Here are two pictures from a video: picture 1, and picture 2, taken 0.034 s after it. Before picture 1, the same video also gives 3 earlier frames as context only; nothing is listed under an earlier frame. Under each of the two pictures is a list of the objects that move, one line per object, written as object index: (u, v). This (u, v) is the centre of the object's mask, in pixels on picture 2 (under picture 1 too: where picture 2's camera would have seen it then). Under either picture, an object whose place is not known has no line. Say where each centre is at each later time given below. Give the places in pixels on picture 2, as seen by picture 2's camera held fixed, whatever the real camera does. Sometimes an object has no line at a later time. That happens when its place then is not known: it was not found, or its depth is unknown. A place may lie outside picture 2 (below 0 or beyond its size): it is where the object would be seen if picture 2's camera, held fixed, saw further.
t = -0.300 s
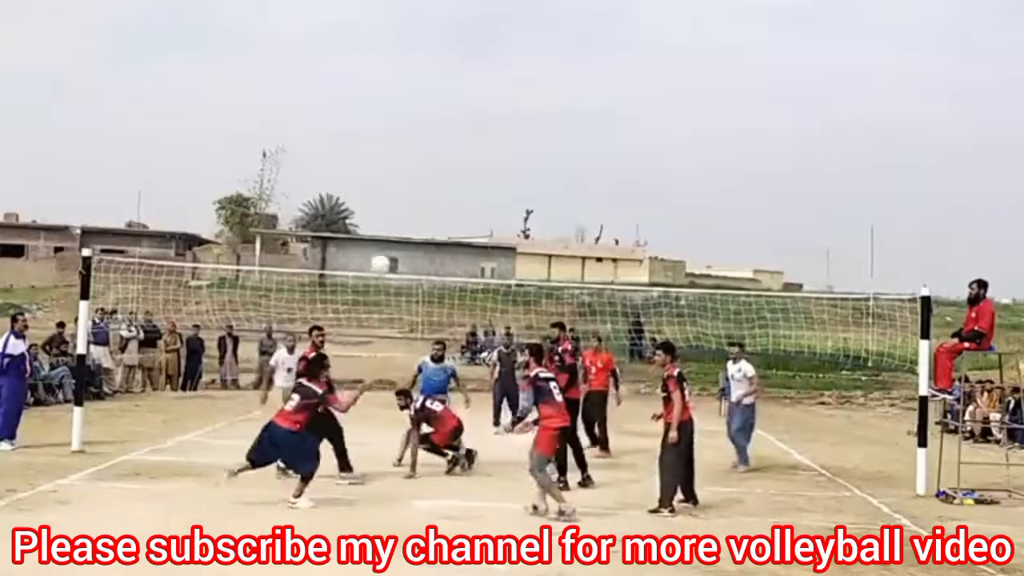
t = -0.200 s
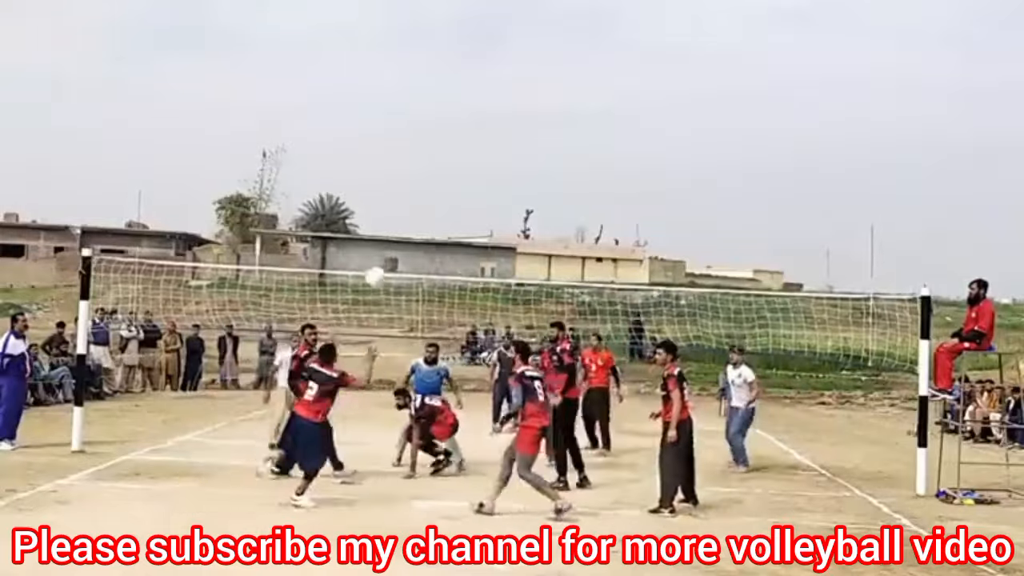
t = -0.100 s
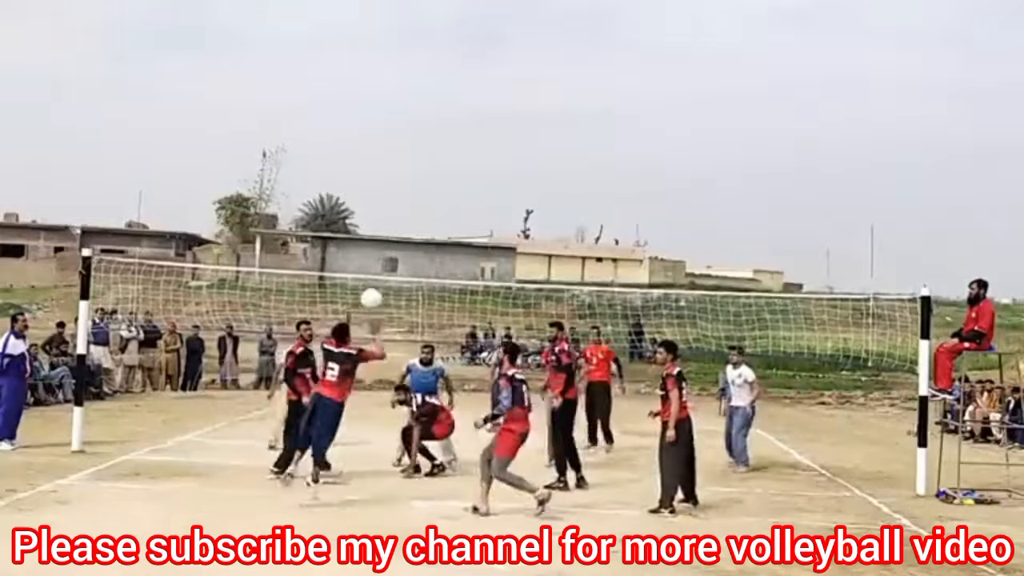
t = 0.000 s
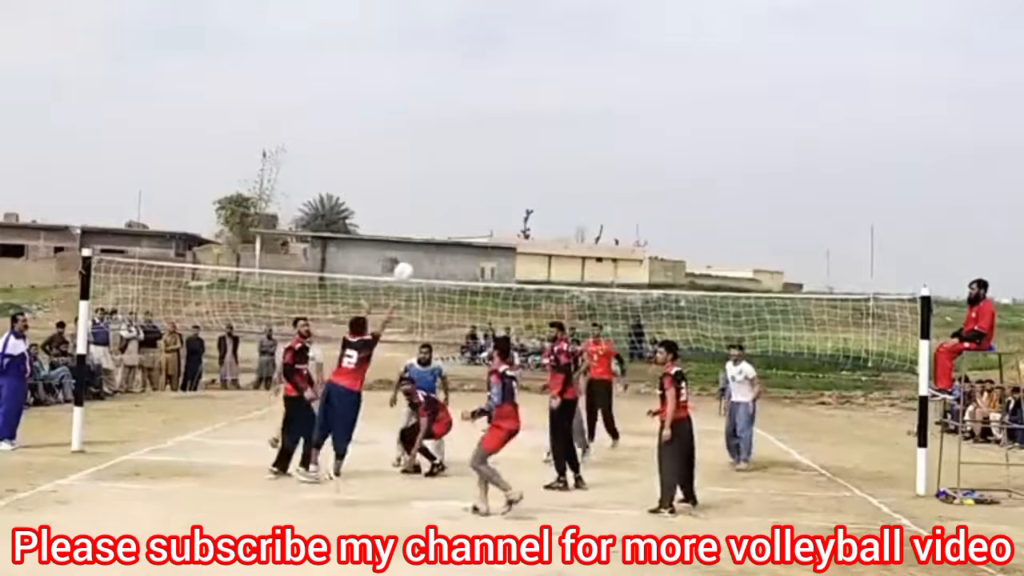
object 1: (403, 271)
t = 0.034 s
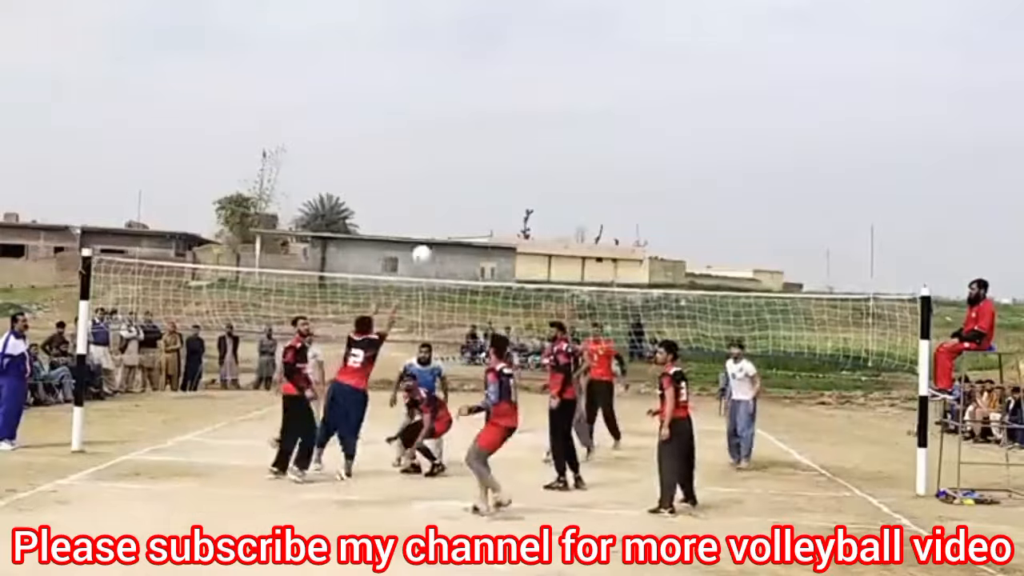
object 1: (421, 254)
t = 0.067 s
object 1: (439, 240)
